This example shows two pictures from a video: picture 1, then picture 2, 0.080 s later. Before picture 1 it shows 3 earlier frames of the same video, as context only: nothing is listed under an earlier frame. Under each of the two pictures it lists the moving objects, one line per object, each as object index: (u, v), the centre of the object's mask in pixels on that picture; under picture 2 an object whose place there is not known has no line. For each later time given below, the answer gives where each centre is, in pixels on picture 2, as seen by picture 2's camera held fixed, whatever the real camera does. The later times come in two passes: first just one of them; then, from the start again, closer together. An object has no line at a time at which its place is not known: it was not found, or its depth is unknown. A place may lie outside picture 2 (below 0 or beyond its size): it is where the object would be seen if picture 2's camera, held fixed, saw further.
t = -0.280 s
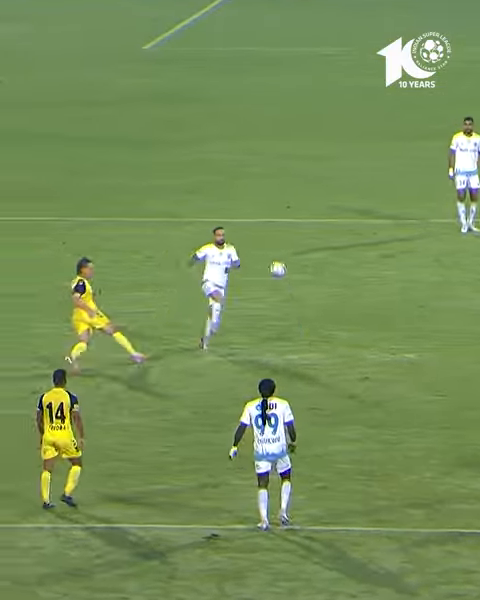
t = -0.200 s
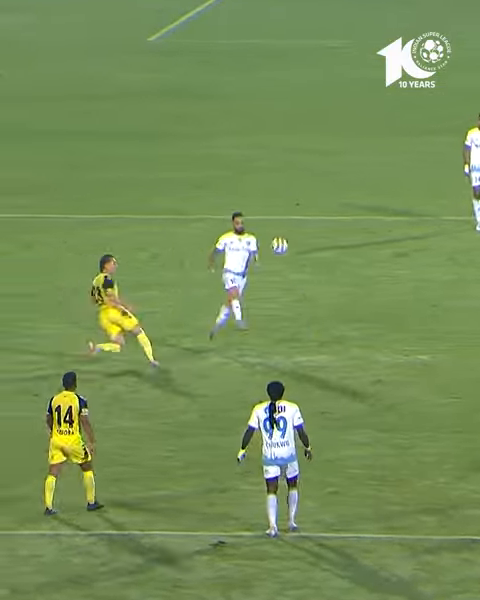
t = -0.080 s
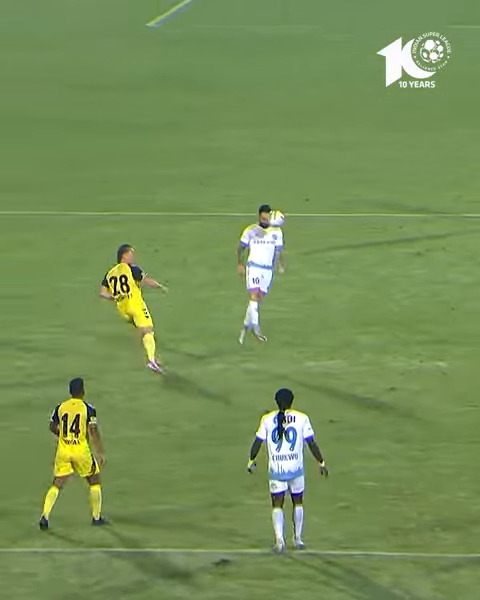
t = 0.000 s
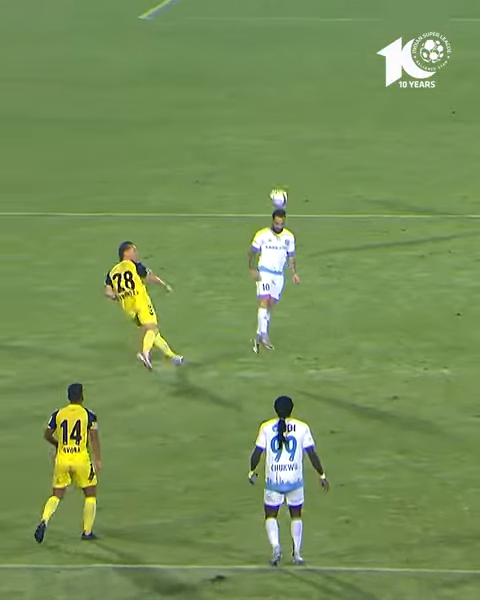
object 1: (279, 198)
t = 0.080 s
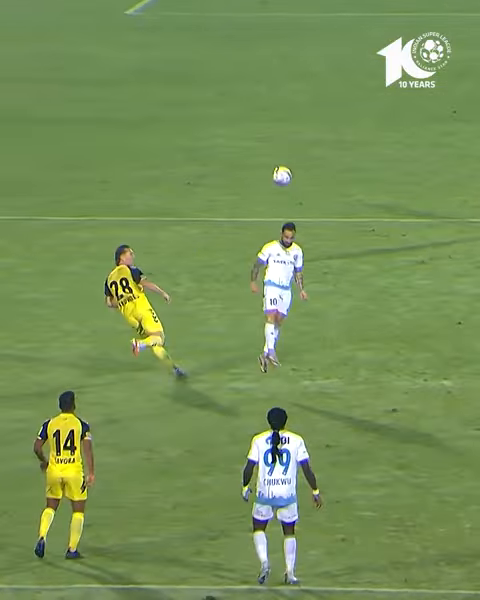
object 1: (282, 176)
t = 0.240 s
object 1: (293, 132)
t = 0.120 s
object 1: (285, 159)
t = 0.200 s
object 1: (284, 140)
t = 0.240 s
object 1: (293, 132)
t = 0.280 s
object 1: (293, 121)
